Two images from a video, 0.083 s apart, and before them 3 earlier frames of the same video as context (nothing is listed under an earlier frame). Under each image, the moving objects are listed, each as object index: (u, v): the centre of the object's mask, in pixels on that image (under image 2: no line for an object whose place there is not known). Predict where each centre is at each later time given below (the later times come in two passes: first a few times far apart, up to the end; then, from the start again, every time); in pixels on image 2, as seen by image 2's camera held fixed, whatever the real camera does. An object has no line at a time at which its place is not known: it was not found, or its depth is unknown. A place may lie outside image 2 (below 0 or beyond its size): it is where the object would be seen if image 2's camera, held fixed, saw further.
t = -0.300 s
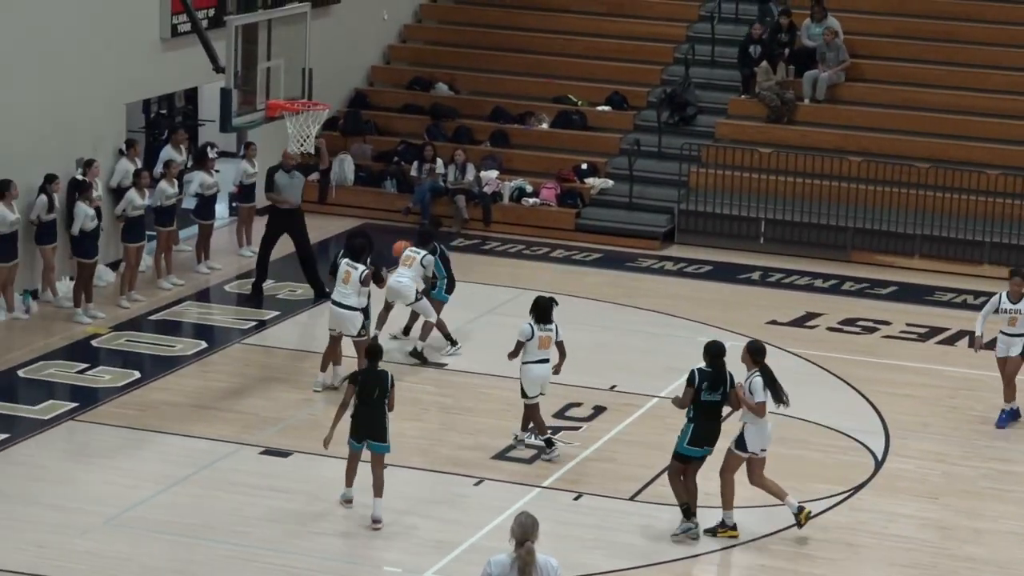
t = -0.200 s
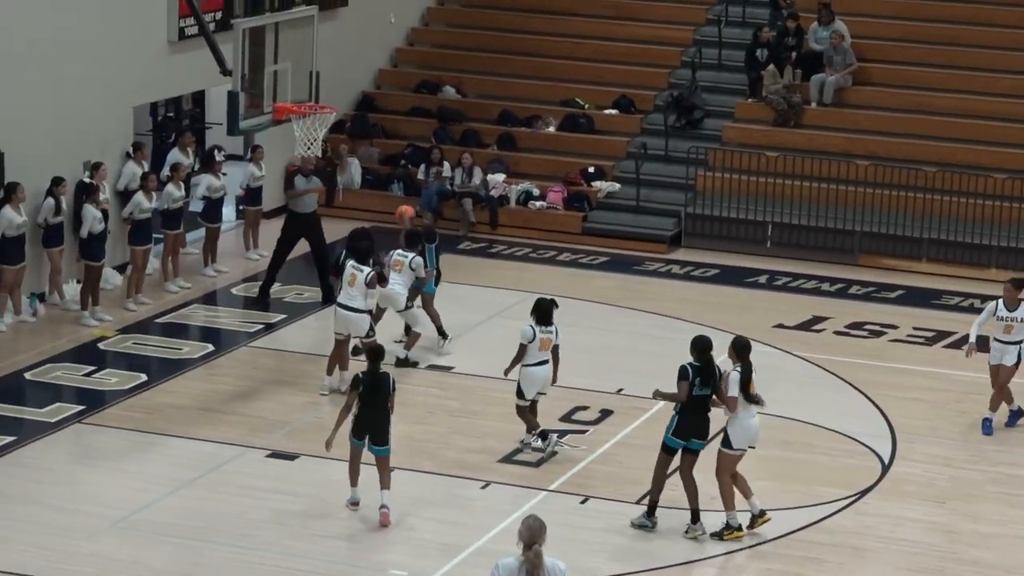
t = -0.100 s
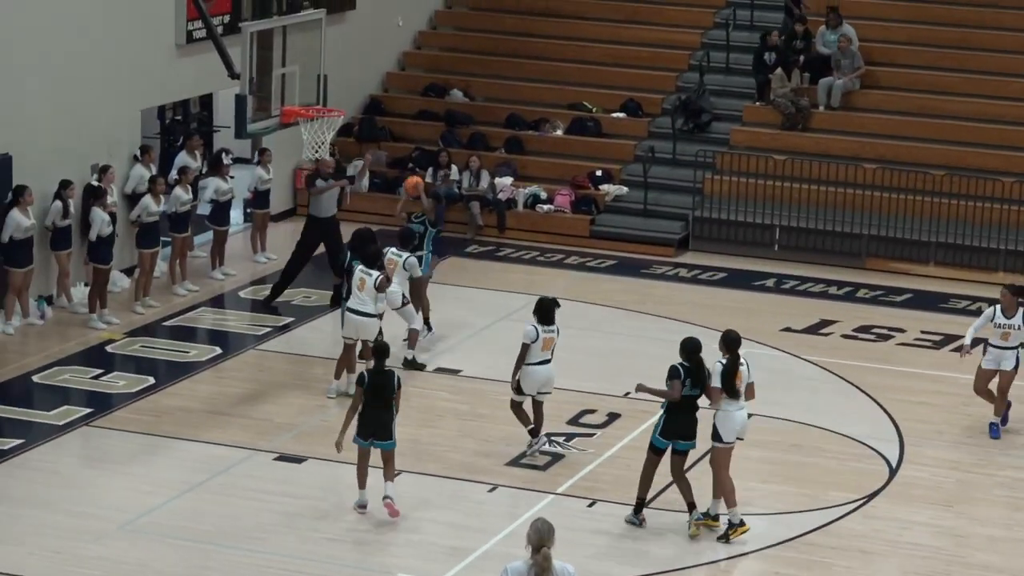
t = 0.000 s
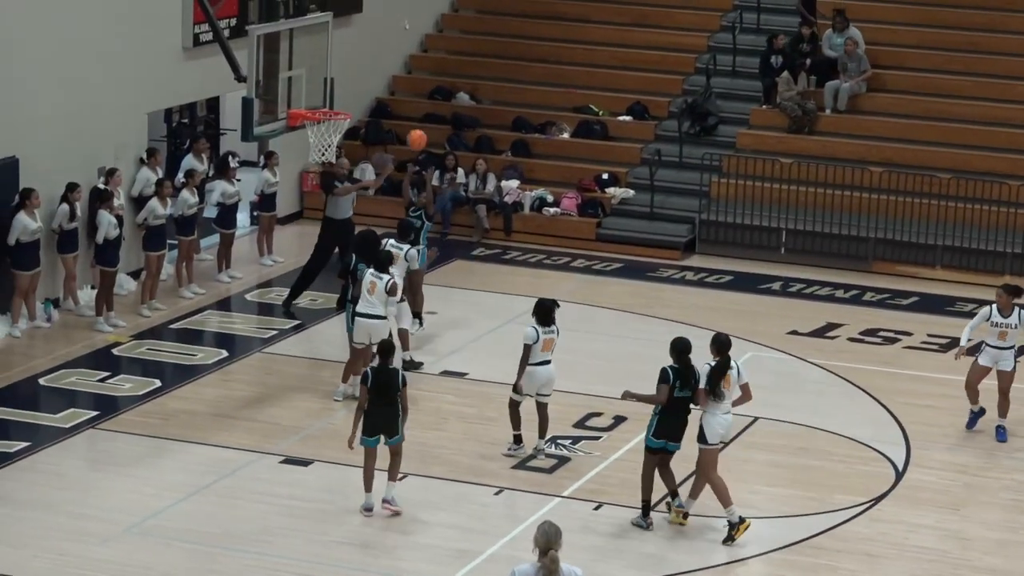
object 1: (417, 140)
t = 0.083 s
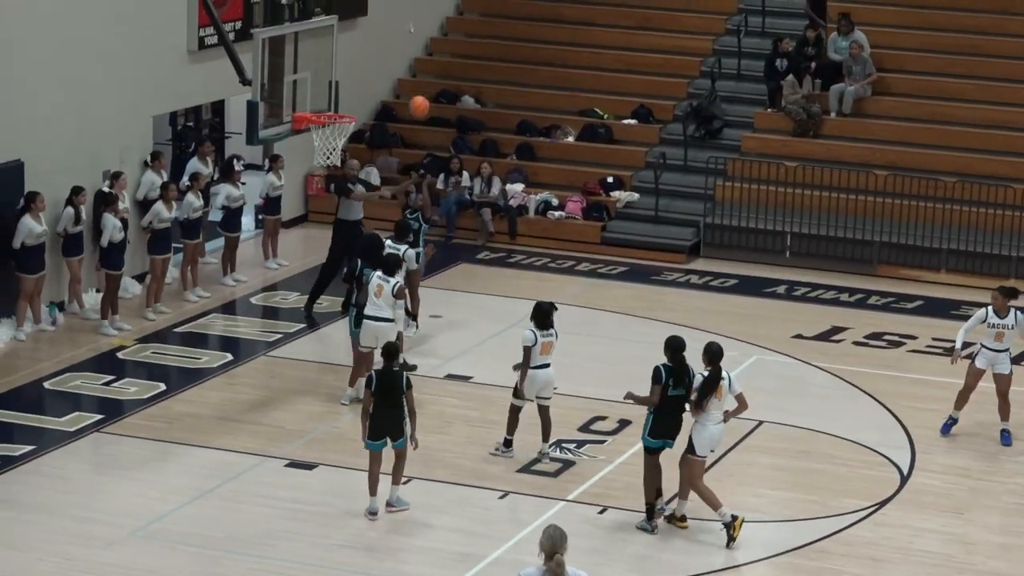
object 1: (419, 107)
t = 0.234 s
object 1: (414, 54)
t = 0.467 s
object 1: (404, 11)
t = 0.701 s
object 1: (394, 17)
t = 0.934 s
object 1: (381, 75)
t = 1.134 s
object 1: (369, 167)
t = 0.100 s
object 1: (418, 100)
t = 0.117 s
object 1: (418, 93)
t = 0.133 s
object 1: (417, 87)
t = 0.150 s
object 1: (416, 81)
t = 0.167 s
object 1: (416, 75)
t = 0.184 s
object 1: (416, 70)
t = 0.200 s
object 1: (415, 64)
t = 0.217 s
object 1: (415, 58)
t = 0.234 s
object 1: (414, 54)
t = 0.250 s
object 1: (414, 49)
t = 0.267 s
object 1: (413, 45)
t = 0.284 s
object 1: (412, 40)
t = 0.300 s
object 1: (411, 36)
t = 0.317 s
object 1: (411, 32)
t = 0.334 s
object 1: (409, 29)
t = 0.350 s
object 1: (409, 26)
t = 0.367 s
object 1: (409, 23)
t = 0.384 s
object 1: (408, 20)
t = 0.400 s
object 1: (407, 18)
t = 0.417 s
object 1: (406, 16)
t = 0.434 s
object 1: (406, 14)
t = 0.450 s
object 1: (405, 12)
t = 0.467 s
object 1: (404, 11)
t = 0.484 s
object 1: (404, 10)
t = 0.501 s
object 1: (403, 9)
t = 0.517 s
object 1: (402, 8)
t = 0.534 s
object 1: (402, 7)
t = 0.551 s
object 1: (401, 7)
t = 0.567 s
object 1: (400, 7)
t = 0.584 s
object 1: (399, 8)
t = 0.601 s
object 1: (398, 8)
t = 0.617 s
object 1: (398, 9)
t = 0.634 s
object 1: (397, 10)
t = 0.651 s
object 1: (396, 11)
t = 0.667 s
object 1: (395, 13)
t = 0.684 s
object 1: (394, 15)
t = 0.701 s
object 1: (394, 17)
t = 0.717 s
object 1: (393, 20)
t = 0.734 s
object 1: (392, 22)
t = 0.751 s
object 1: (391, 25)
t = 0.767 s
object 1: (390, 29)
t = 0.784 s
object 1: (389, 32)
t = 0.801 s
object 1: (388, 36)
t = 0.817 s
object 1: (387, 39)
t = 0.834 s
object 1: (386, 44)
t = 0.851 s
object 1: (386, 48)
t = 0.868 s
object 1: (385, 53)
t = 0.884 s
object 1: (384, 59)
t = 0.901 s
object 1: (383, 64)
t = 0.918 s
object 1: (382, 70)
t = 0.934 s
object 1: (381, 75)
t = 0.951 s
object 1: (380, 82)
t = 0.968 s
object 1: (379, 88)
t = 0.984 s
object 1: (378, 95)
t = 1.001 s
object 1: (377, 102)
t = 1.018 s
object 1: (376, 109)
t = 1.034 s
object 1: (375, 117)
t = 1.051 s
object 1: (375, 125)
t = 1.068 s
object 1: (373, 133)
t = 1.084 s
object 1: (372, 141)
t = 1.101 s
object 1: (371, 150)
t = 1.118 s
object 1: (370, 158)
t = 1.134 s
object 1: (369, 167)
